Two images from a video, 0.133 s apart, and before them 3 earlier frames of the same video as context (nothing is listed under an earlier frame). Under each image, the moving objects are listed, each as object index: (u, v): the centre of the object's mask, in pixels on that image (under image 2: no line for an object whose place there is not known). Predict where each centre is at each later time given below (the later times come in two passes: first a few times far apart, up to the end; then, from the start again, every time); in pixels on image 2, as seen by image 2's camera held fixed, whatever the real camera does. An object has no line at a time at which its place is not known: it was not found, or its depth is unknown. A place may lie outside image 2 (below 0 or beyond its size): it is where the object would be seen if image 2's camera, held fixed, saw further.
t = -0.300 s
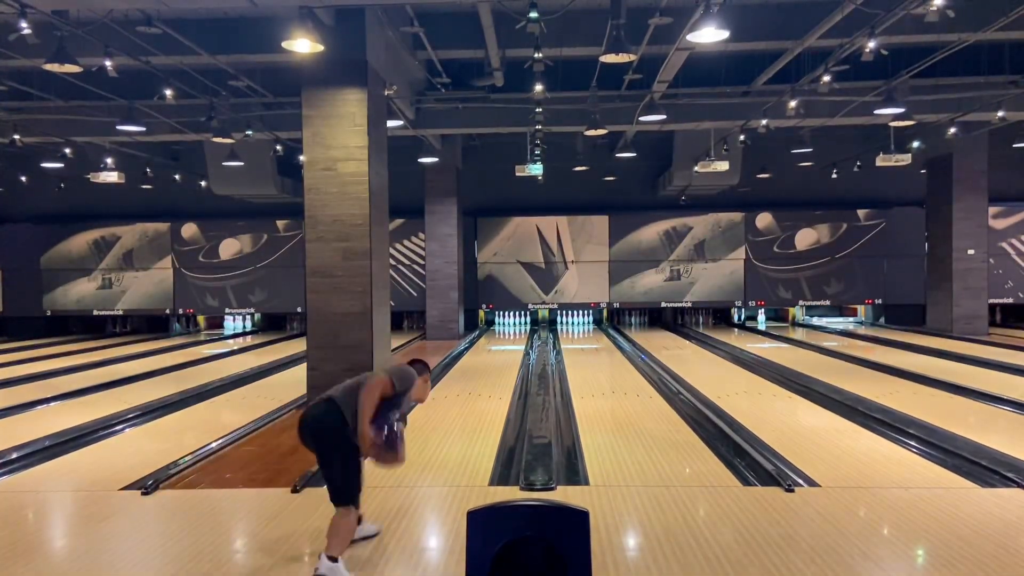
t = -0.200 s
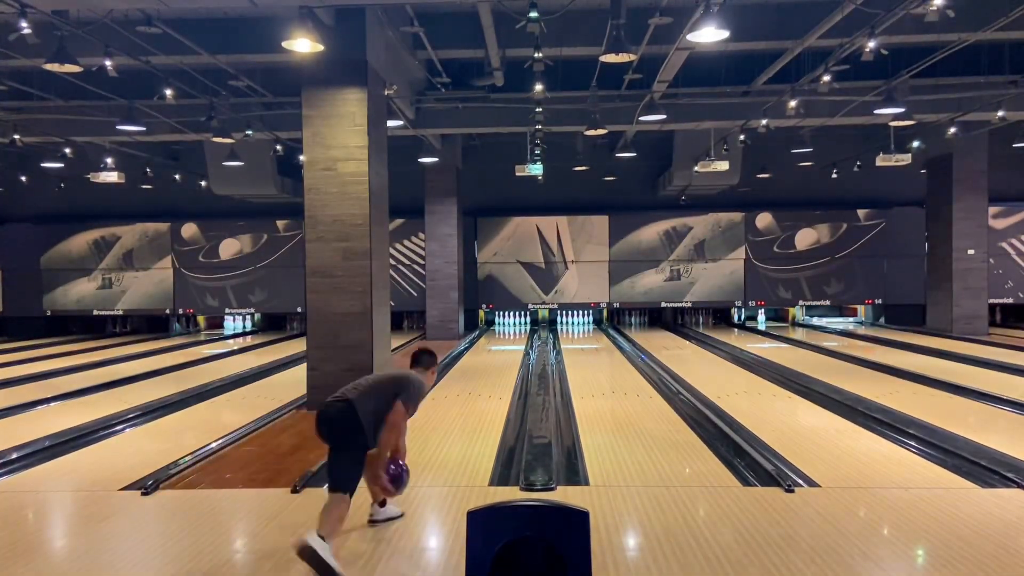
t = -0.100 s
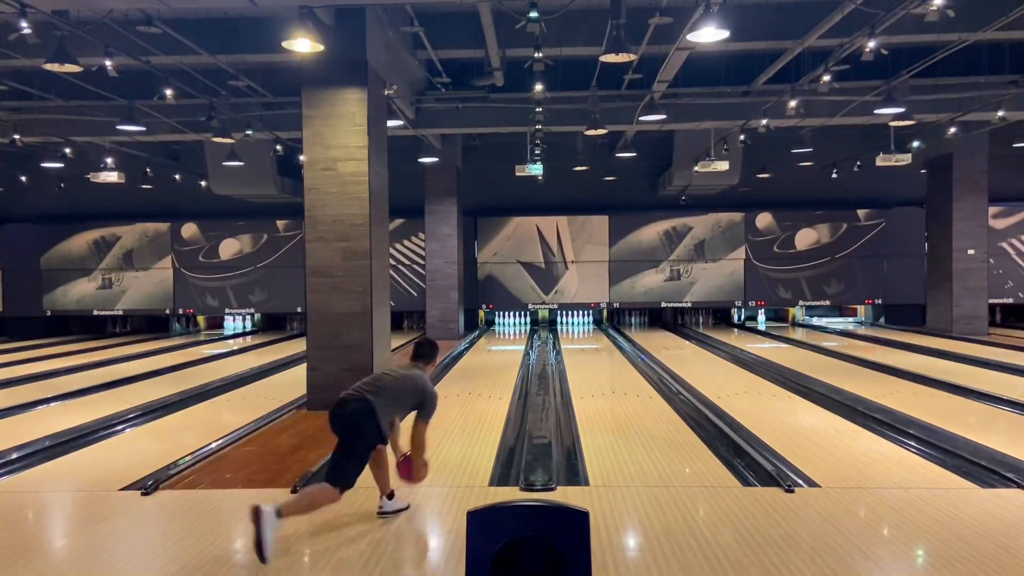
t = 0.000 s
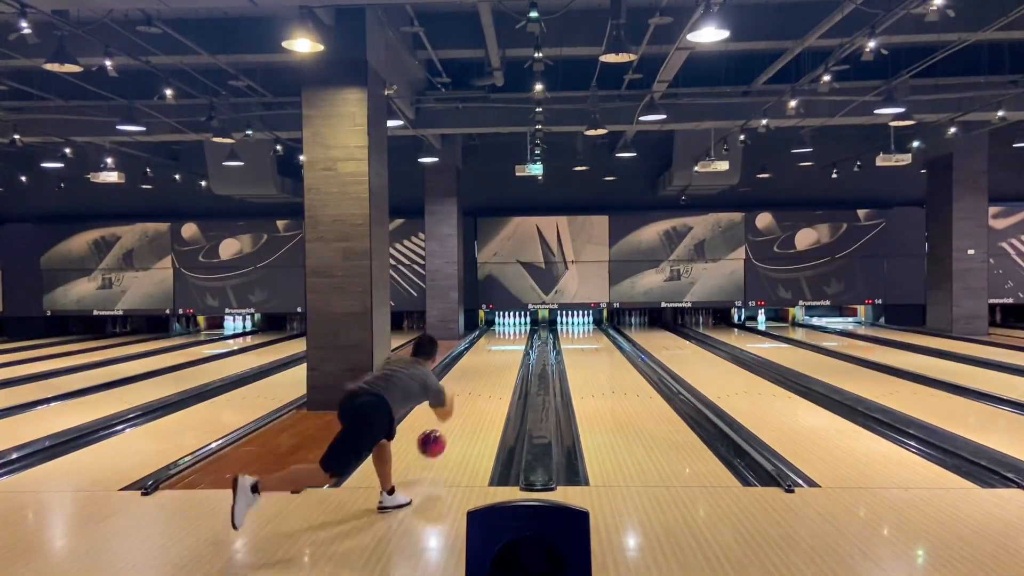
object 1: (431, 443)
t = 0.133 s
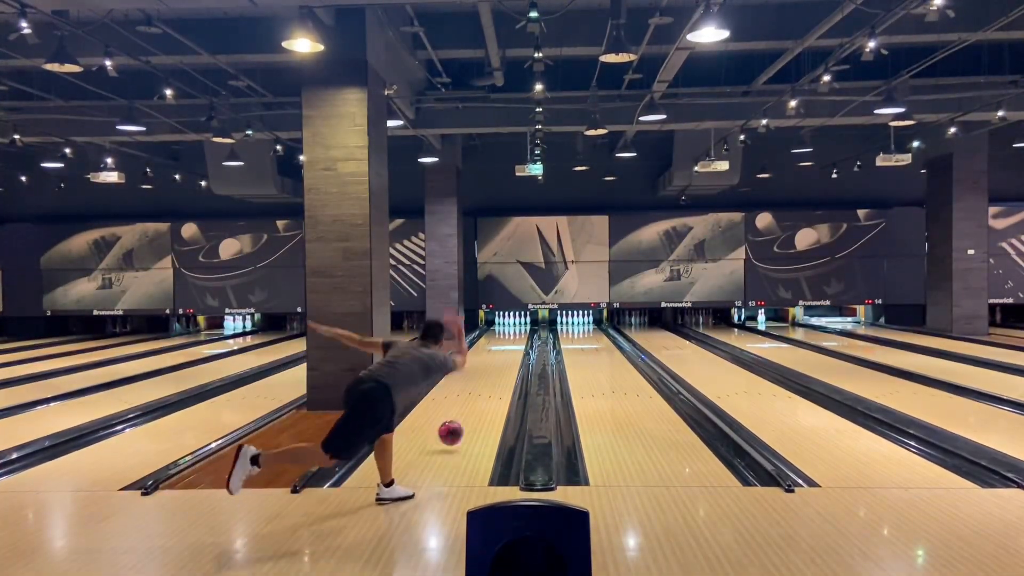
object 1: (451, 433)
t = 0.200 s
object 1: (458, 427)
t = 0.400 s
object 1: (477, 403)
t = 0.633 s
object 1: (491, 383)
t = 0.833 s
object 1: (500, 369)
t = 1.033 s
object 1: (507, 359)
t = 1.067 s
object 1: (508, 358)
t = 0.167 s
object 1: (455, 433)
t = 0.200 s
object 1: (458, 427)
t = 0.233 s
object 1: (462, 423)
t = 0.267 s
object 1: (465, 419)
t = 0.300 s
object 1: (468, 414)
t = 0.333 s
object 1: (471, 410)
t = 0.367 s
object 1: (474, 405)
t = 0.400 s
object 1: (477, 403)
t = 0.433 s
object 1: (479, 399)
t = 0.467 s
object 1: (481, 396)
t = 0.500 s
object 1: (483, 394)
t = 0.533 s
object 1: (485, 391)
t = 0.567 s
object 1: (487, 388)
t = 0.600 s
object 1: (489, 385)
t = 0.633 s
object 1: (491, 383)
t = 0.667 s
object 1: (493, 380)
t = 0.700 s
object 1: (496, 378)
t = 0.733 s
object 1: (496, 375)
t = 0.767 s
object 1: (497, 374)
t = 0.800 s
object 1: (499, 372)
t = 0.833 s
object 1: (500, 369)
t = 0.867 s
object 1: (501, 367)
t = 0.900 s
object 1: (502, 366)
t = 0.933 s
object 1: (504, 364)
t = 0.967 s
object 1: (505, 362)
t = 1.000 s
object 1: (506, 361)
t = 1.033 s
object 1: (507, 359)
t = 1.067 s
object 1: (508, 358)
